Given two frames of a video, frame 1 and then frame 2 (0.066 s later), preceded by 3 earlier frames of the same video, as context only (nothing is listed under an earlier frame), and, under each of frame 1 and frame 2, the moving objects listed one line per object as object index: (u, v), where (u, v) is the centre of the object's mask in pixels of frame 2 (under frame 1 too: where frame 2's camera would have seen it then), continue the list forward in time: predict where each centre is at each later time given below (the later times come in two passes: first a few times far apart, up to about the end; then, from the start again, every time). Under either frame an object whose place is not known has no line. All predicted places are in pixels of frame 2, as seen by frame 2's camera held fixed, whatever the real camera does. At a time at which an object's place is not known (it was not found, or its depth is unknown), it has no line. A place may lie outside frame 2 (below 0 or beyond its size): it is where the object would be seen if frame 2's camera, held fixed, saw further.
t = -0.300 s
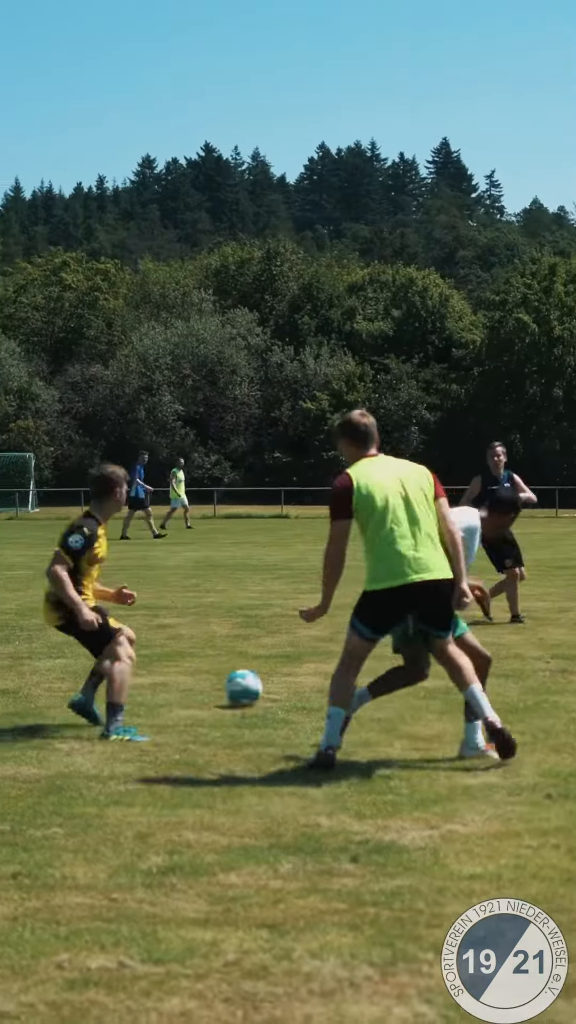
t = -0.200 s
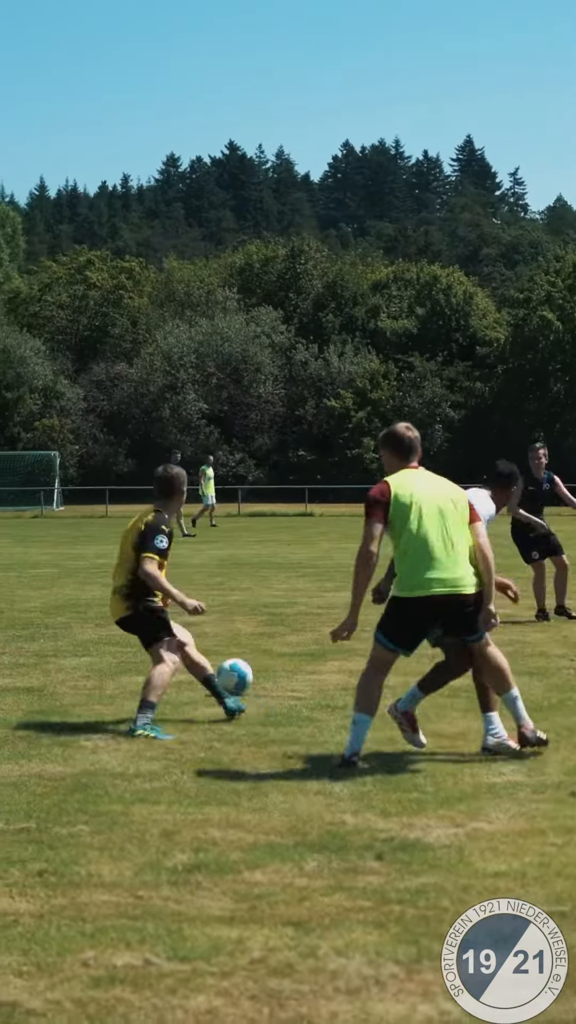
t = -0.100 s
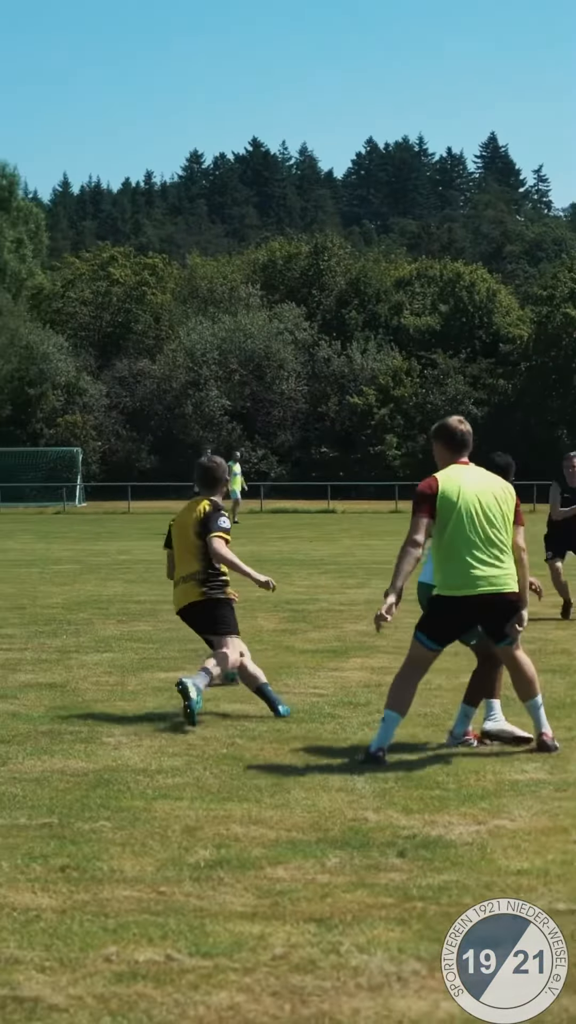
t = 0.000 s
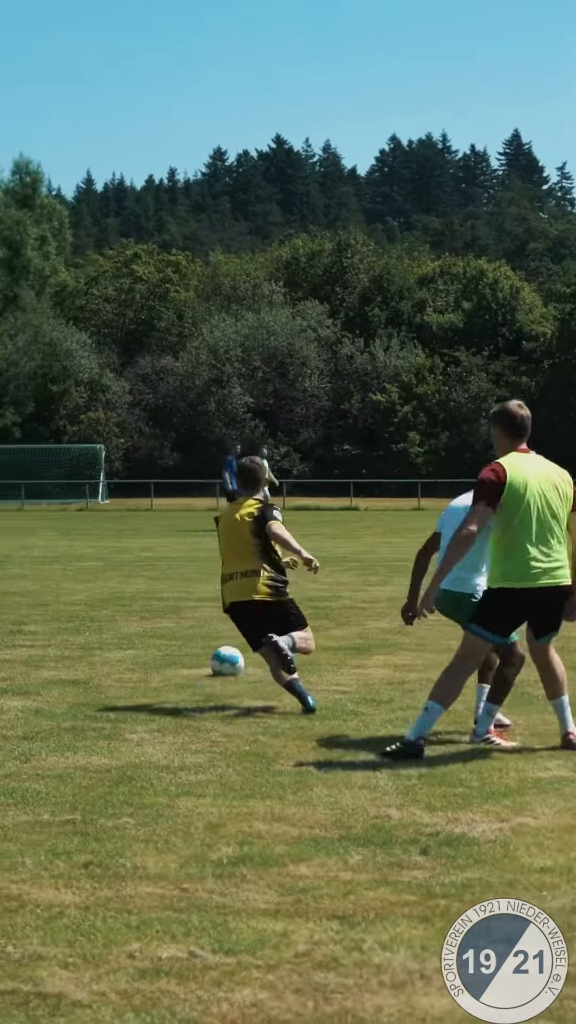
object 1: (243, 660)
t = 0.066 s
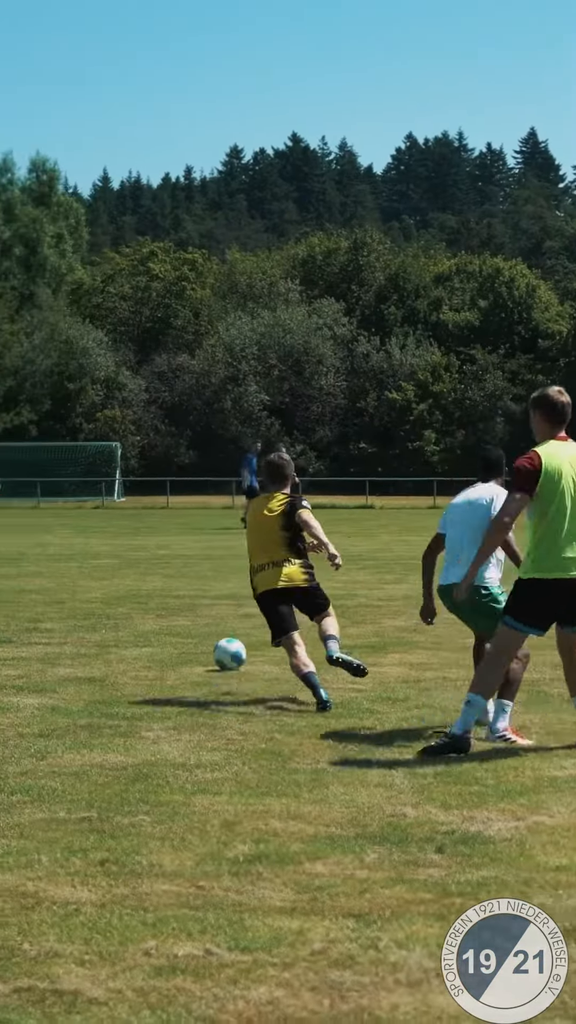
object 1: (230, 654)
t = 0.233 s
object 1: (198, 649)
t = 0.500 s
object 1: (155, 636)
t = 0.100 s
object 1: (223, 653)
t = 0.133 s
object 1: (216, 652)
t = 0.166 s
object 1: (210, 652)
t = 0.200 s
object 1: (204, 651)
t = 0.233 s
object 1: (198, 649)
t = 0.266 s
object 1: (192, 646)
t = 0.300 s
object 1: (186, 644)
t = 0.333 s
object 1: (182, 642)
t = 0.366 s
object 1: (176, 641)
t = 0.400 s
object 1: (171, 640)
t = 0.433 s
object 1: (165, 638)
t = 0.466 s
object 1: (160, 637)
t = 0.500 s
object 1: (155, 636)
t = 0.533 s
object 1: (150, 635)
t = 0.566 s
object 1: (145, 634)
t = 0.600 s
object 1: (141, 633)
